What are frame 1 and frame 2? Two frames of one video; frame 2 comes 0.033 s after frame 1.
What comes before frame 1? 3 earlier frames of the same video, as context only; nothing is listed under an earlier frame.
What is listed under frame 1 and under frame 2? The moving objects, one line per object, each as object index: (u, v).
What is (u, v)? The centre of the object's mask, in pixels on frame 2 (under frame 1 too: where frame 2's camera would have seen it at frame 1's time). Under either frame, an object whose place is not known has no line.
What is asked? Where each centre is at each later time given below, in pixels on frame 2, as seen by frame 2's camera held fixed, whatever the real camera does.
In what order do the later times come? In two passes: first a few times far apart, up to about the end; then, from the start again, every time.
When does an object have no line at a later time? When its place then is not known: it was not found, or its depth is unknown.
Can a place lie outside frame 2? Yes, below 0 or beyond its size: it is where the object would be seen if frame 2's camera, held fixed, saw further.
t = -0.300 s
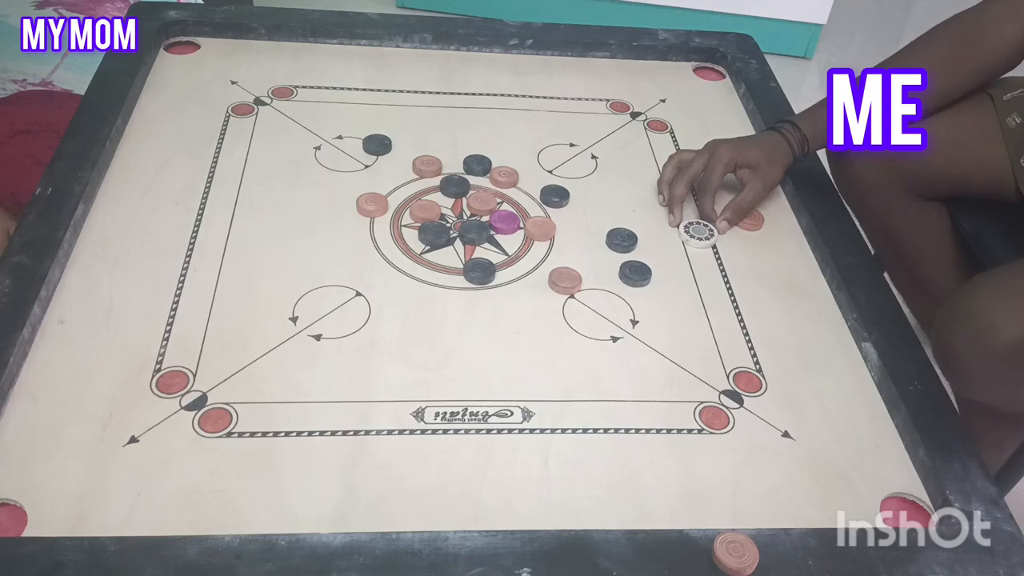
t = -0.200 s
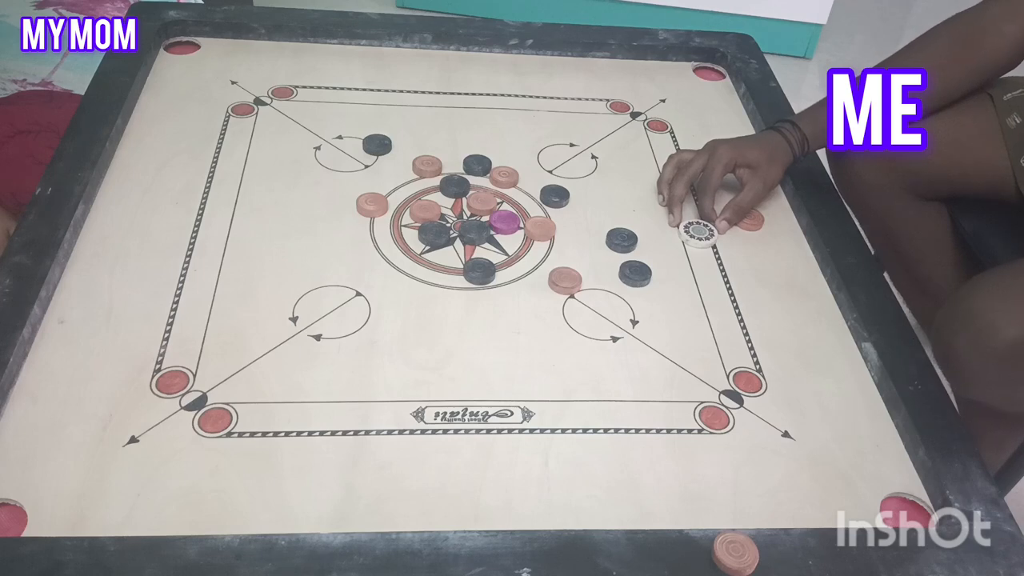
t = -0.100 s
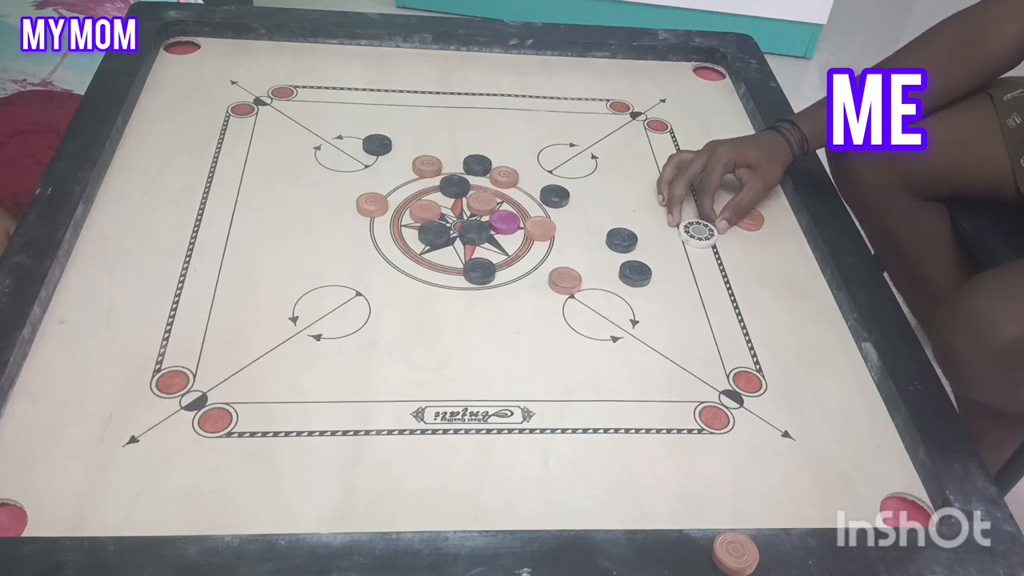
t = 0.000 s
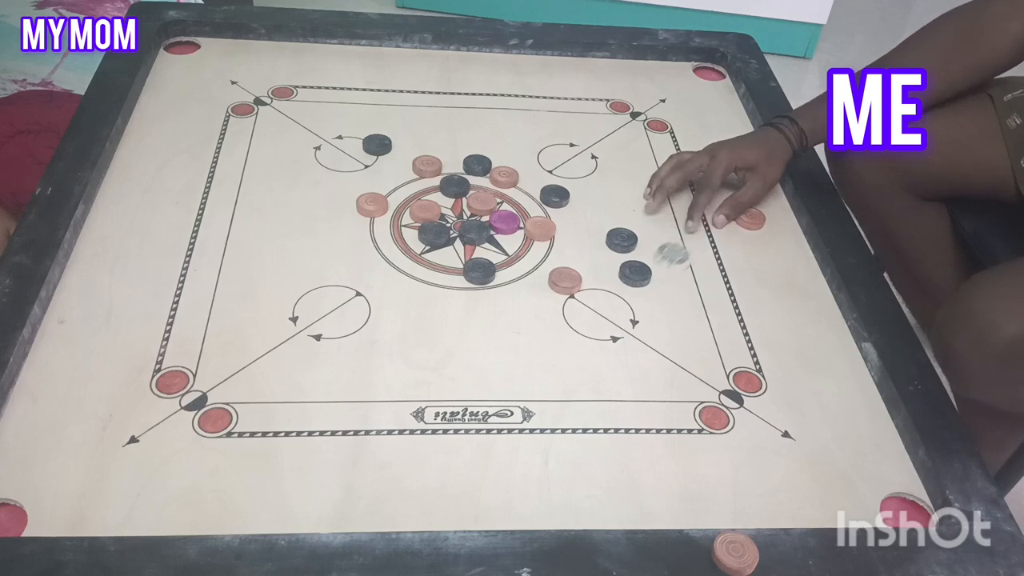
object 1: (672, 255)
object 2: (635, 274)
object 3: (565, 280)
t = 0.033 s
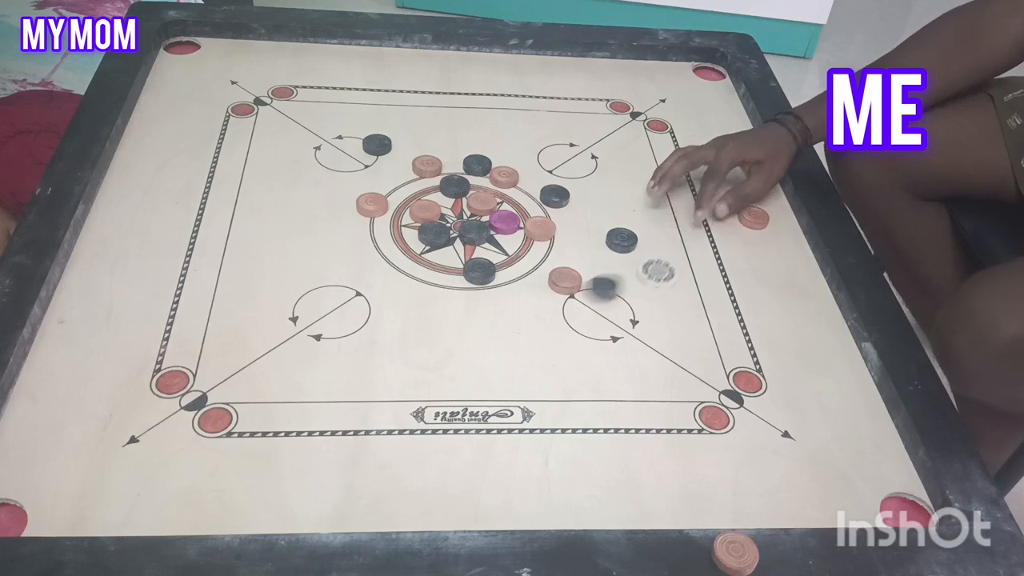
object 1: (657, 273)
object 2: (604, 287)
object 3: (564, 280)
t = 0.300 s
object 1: (599, 400)
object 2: (392, 509)
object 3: (505, 260)
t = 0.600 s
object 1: (538, 484)
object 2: (329, 405)
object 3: (505, 260)
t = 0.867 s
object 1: (508, 422)
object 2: (322, 389)
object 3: (505, 260)
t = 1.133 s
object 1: (500, 400)
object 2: (322, 389)
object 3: (505, 260)
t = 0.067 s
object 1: (648, 287)
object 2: (573, 315)
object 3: (552, 277)
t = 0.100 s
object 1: (640, 302)
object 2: (545, 348)
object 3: (539, 273)
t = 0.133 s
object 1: (633, 317)
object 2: (518, 380)
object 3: (526, 269)
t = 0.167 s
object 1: (626, 333)
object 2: (491, 413)
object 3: (515, 266)
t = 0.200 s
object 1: (619, 348)
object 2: (462, 447)
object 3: (509, 264)
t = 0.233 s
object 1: (612, 365)
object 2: (435, 482)
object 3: (507, 262)
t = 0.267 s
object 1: (605, 382)
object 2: (406, 516)
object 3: (506, 261)
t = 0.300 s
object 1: (599, 400)
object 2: (392, 509)
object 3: (505, 260)
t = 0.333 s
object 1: (592, 419)
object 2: (382, 493)
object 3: (505, 260)
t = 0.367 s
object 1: (586, 437)
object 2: (372, 477)
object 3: (505, 260)
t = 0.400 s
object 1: (579, 459)
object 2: (364, 463)
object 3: (505, 260)
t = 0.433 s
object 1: (572, 479)
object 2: (356, 451)
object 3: (505, 260)
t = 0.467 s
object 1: (566, 499)
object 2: (350, 440)
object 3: (505, 260)
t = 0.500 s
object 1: (559, 515)
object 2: (344, 429)
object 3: (505, 260)
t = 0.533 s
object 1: (552, 508)
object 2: (339, 421)
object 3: (505, 260)
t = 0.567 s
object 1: (545, 496)
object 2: (334, 413)
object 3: (505, 260)
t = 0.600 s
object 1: (538, 484)
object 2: (329, 405)
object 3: (505, 260)
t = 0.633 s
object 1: (532, 474)
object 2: (326, 400)
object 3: (505, 260)
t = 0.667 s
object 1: (527, 465)
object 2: (324, 395)
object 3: (505, 260)
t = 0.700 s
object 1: (522, 455)
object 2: (322, 392)
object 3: (505, 260)
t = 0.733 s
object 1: (519, 447)
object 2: (322, 390)
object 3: (505, 260)
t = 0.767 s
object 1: (516, 440)
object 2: (322, 389)
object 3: (505, 260)
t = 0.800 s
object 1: (512, 431)
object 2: (322, 389)
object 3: (505, 260)
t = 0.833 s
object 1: (510, 426)
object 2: (322, 389)
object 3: (505, 260)
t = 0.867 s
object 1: (508, 422)
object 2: (322, 389)
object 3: (505, 260)
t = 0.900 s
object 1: (506, 417)
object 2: (322, 389)
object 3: (505, 260)
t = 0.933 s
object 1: (504, 414)
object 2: (322, 389)
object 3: (505, 260)
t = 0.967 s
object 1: (503, 410)
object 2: (322, 389)
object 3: (505, 260)
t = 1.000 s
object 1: (502, 408)
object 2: (322, 389)
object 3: (505, 260)
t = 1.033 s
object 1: (501, 405)
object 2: (322, 389)
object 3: (505, 260)
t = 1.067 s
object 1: (500, 403)
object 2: (322, 389)
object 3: (505, 260)
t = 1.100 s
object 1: (500, 401)
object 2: (322, 389)
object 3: (505, 260)
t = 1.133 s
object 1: (500, 400)
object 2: (322, 389)
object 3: (505, 260)
